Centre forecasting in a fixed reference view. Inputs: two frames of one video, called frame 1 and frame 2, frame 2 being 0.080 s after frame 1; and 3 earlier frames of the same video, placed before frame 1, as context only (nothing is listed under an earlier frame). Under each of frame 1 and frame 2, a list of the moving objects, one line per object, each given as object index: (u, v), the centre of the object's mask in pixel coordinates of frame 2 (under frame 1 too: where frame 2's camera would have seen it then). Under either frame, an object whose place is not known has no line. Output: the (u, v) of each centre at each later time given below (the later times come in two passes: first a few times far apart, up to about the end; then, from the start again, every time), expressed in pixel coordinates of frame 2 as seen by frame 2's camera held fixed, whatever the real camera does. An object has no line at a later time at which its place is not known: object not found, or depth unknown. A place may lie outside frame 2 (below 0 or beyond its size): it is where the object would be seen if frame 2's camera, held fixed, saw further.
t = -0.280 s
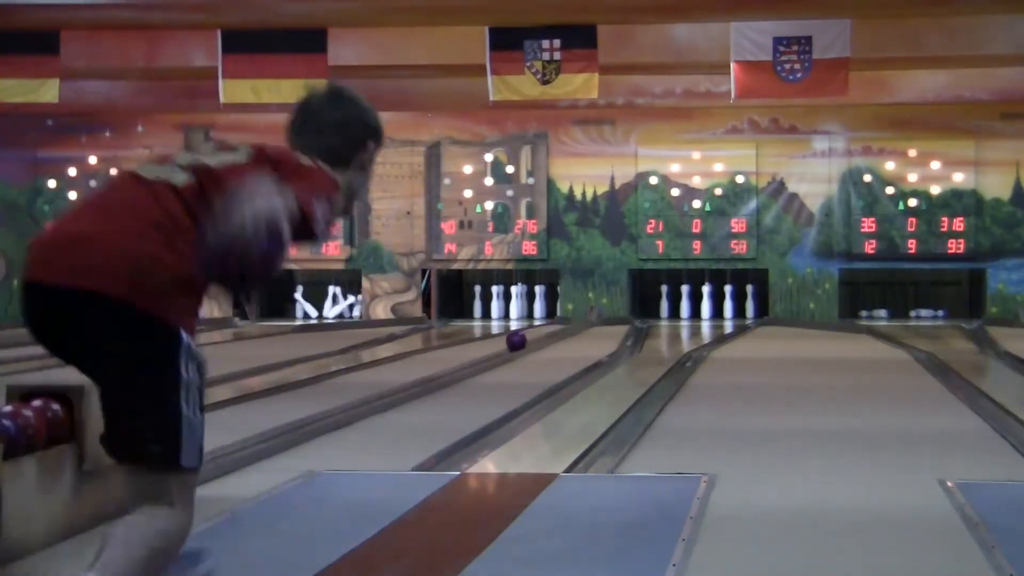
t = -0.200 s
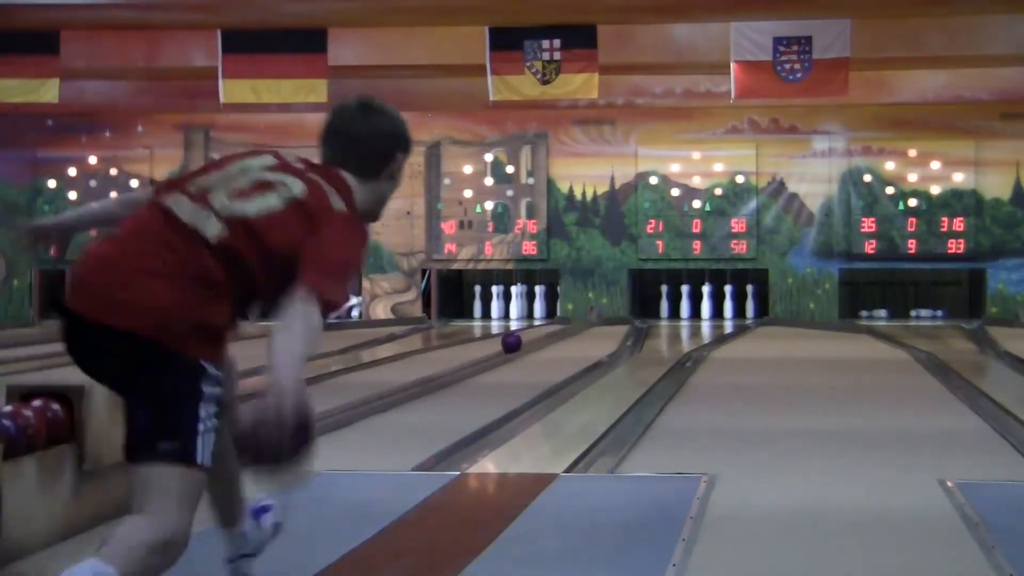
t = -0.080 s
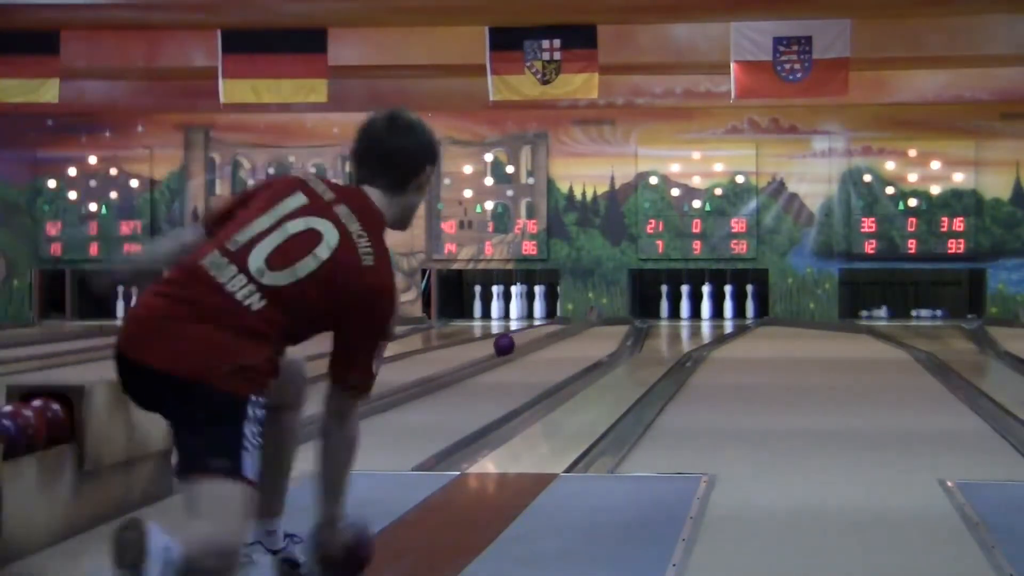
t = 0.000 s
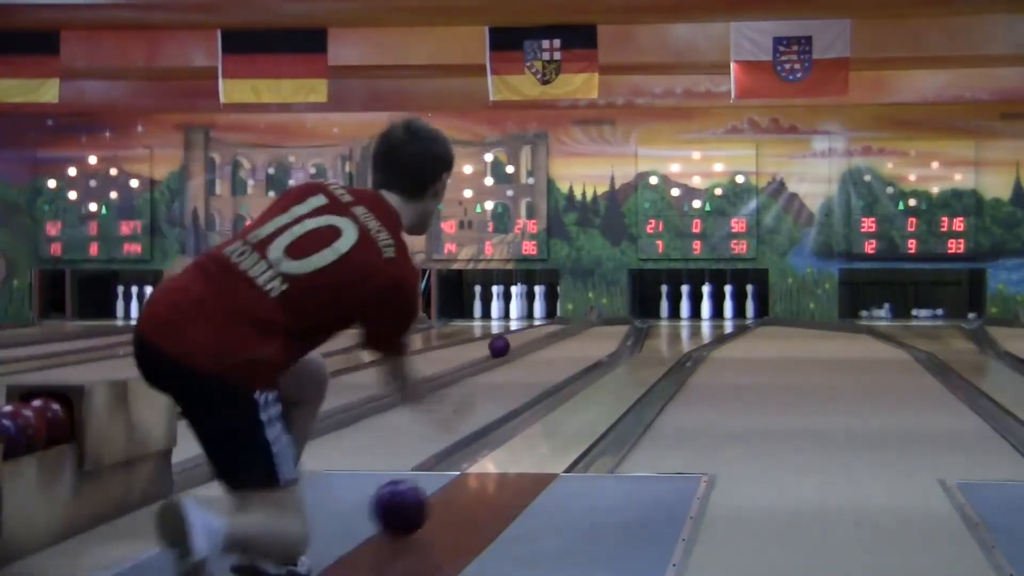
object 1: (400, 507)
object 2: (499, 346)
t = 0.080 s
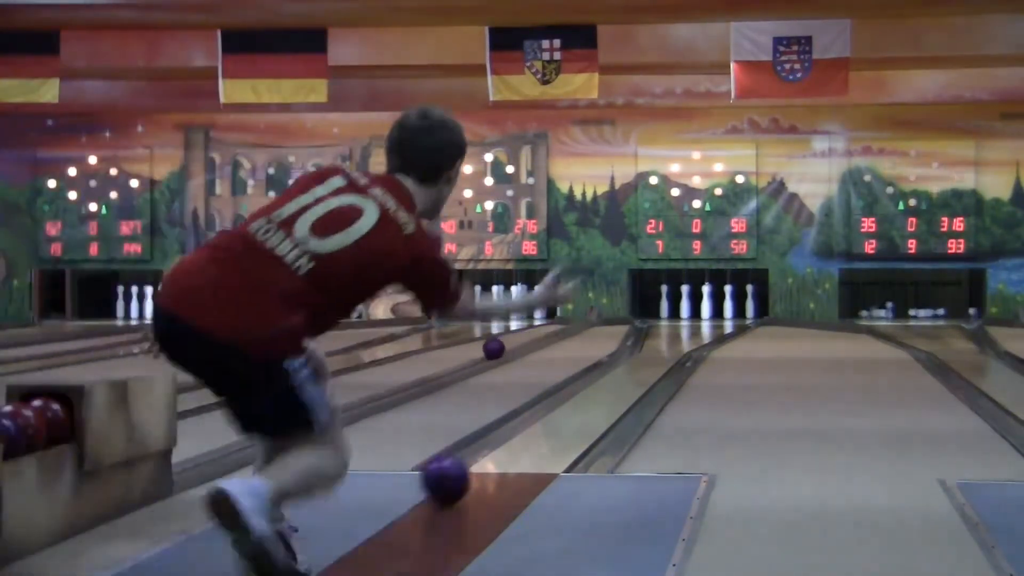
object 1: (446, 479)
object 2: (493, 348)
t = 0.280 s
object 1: (521, 428)
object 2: (479, 353)
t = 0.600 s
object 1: (594, 382)
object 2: (454, 361)
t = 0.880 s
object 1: (634, 358)
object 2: (439, 369)
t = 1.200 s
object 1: (665, 340)
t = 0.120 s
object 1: (463, 468)
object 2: (491, 349)
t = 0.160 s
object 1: (480, 456)
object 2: (488, 351)
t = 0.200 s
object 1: (495, 445)
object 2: (485, 351)
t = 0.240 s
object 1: (509, 437)
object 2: (482, 352)
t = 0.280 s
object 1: (521, 428)
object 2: (479, 353)
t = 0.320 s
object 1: (532, 421)
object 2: (476, 354)
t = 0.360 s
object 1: (543, 414)
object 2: (473, 355)
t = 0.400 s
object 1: (553, 408)
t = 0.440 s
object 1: (562, 402)
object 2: (469, 357)
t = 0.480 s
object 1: (571, 397)
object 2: (464, 359)
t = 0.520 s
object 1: (579, 392)
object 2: (461, 359)
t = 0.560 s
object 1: (587, 388)
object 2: (457, 360)
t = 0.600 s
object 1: (594, 382)
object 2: (454, 361)
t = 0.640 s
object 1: (600, 378)
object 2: (450, 363)
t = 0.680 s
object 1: (606, 374)
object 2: (447, 364)
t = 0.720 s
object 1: (612, 371)
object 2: (444, 365)
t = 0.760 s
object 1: (618, 368)
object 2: (441, 366)
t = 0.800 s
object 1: (624, 365)
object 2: (439, 367)
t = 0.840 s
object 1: (629, 361)
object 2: (438, 368)
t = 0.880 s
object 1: (634, 358)
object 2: (439, 369)
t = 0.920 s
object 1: (638, 355)
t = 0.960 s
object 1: (642, 353)
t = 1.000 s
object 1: (647, 351)
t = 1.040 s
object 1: (651, 349)
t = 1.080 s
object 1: (654, 347)
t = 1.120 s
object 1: (658, 344)
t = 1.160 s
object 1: (661, 342)
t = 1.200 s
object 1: (665, 340)
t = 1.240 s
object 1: (668, 338)
